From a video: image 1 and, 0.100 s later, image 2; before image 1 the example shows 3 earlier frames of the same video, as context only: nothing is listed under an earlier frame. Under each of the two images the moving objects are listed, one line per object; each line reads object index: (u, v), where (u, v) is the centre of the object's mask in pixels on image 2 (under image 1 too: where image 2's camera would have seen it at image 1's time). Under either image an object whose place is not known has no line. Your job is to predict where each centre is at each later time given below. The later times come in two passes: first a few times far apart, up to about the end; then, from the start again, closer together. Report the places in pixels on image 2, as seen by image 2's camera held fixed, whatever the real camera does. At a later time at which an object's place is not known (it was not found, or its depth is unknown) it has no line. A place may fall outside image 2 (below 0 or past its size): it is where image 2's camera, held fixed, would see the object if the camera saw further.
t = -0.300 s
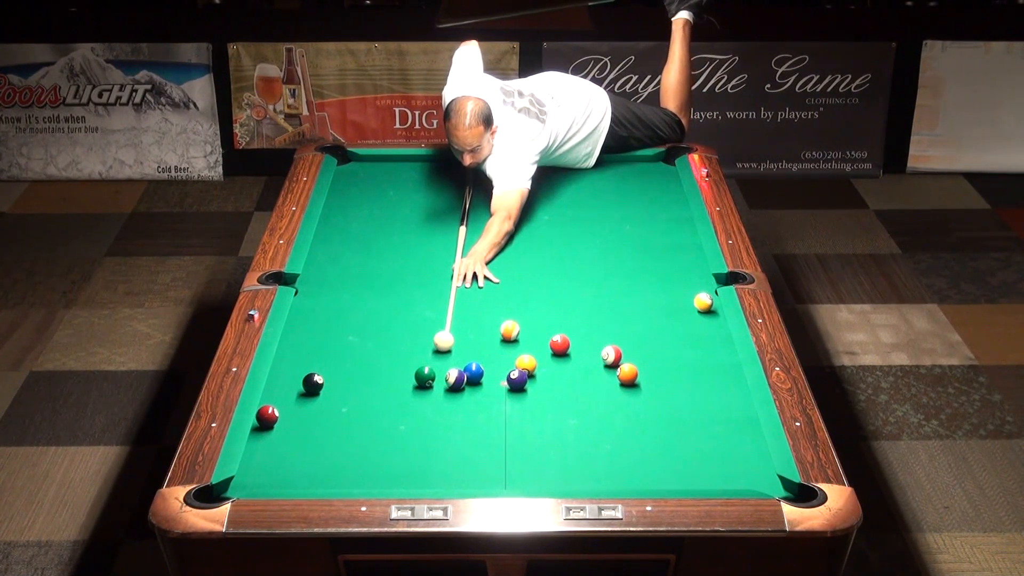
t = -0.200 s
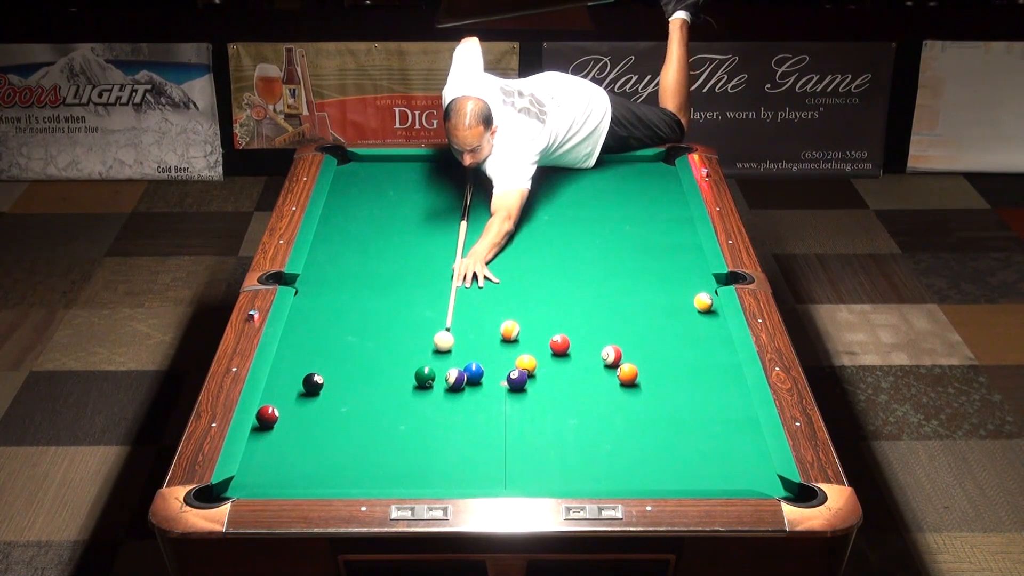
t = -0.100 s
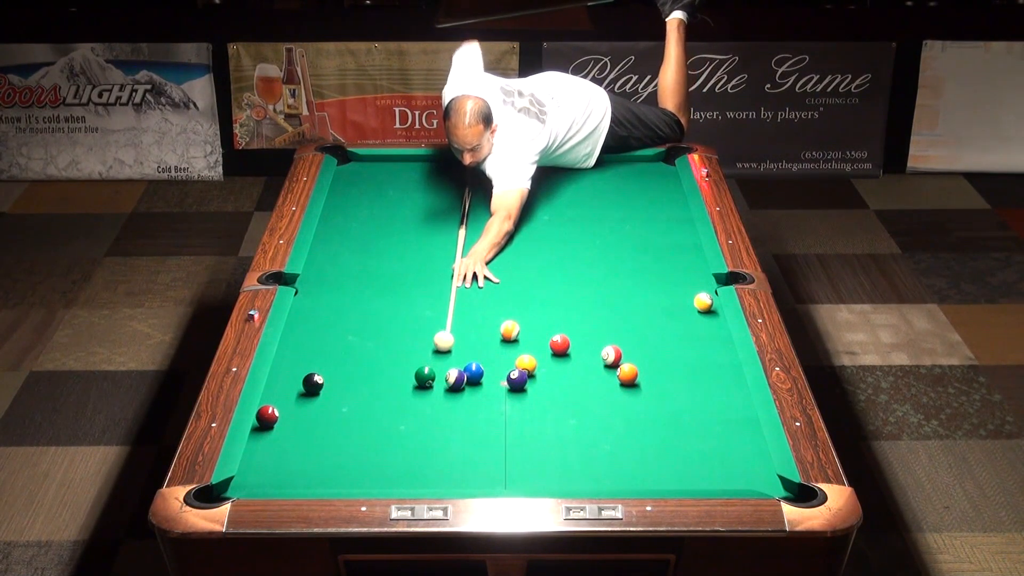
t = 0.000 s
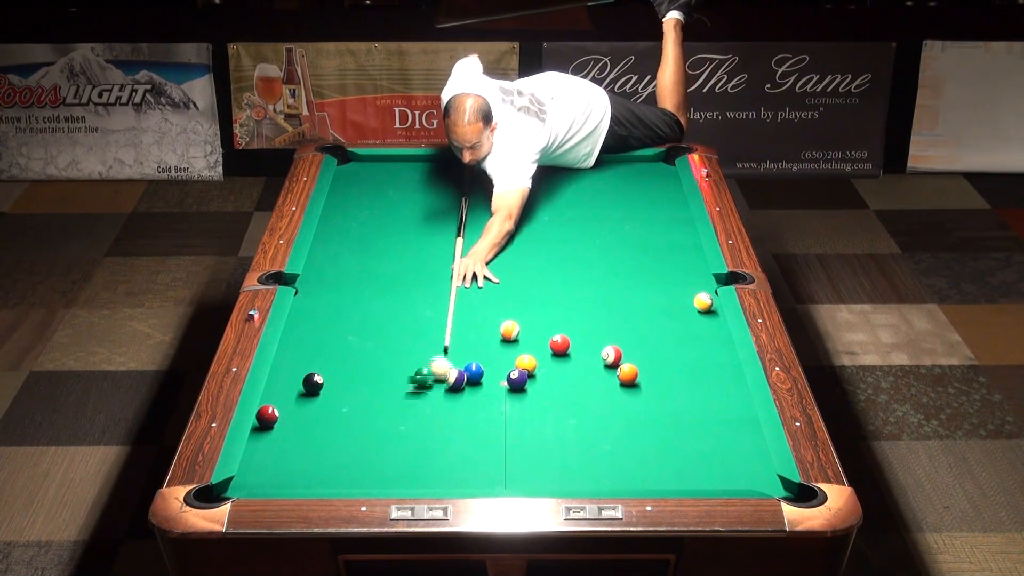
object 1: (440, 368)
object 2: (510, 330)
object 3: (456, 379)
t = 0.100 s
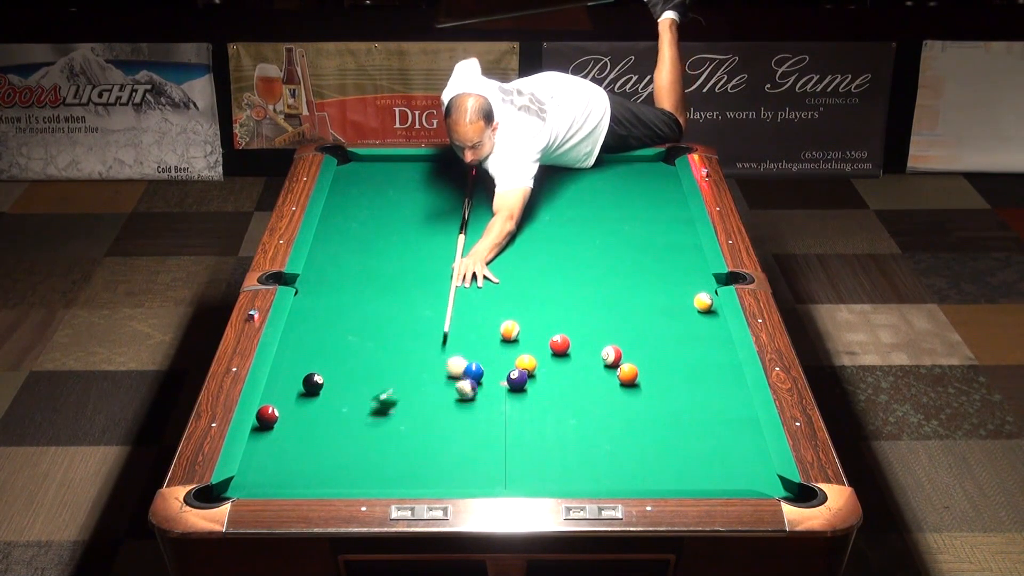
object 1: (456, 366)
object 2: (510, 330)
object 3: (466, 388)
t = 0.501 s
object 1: (501, 342)
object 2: (511, 329)
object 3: (514, 430)
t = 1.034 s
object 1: (542, 333)
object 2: (518, 313)
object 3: (579, 481)
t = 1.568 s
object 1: (575, 329)
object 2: (526, 298)
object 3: (609, 454)
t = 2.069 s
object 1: (598, 326)
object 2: (531, 288)
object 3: (632, 432)
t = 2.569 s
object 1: (616, 324)
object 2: (535, 280)
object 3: (650, 415)
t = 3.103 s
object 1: (628, 322)
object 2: (537, 275)
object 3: (665, 399)
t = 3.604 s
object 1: (633, 322)
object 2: (536, 272)
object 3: (674, 389)
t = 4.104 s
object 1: (634, 322)
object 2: (536, 271)
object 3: (682, 383)
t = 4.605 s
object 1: (634, 322)
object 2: (536, 271)
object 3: (685, 379)
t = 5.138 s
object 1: (634, 322)
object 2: (536, 271)
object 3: (685, 379)
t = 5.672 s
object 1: (633, 322)
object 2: (536, 271)
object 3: (685, 379)
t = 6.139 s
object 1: (634, 322)
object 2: (536, 271)
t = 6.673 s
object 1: (634, 322)
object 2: (536, 271)
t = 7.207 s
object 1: (634, 322)
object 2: (536, 271)
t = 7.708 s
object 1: (633, 322)
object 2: (536, 271)
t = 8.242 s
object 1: (634, 322)
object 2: (536, 271)
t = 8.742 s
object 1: (634, 322)
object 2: (536, 271)
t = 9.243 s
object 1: (634, 322)
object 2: (536, 271)
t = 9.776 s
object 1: (634, 322)
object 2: (536, 271)
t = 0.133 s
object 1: (460, 363)
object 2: (510, 330)
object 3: (470, 392)
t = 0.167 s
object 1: (464, 360)
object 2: (510, 330)
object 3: (475, 395)
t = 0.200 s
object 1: (468, 357)
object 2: (510, 330)
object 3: (478, 398)
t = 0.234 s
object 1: (472, 356)
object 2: (510, 330)
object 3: (482, 402)
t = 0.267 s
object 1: (477, 354)
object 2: (510, 330)
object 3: (486, 406)
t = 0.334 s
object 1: (484, 352)
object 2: (510, 330)
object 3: (494, 413)
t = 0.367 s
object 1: (487, 350)
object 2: (510, 330)
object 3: (498, 417)
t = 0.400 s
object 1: (491, 348)
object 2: (510, 330)
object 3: (502, 421)
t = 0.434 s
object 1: (494, 346)
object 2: (510, 330)
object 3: (506, 424)
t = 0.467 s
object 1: (498, 344)
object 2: (510, 330)
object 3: (510, 427)
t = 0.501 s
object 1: (501, 342)
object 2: (511, 329)
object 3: (514, 430)
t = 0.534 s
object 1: (505, 340)
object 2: (511, 327)
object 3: (518, 435)
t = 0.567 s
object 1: (508, 339)
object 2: (511, 326)
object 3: (522, 438)
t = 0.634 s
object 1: (513, 338)
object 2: (511, 324)
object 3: (530, 446)
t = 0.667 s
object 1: (516, 338)
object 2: (512, 323)
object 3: (535, 450)
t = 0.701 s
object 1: (518, 337)
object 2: (512, 323)
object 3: (539, 454)
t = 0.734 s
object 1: (521, 337)
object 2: (513, 322)
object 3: (543, 457)
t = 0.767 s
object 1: (523, 336)
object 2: (514, 321)
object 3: (547, 459)
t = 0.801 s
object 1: (526, 336)
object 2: (514, 321)
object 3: (552, 465)
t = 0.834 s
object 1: (528, 335)
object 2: (515, 320)
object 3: (555, 467)
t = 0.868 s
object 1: (531, 335)
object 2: (516, 319)
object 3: (560, 471)
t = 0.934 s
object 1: (535, 334)
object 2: (517, 316)
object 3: (568, 478)
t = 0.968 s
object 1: (538, 334)
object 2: (517, 315)
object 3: (573, 481)
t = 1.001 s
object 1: (540, 334)
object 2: (518, 314)
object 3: (578, 482)
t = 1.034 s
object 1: (542, 333)
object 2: (518, 313)
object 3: (579, 481)
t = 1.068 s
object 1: (544, 333)
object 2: (519, 312)
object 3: (581, 480)
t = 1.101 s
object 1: (546, 332)
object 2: (519, 311)
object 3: (583, 479)
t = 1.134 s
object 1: (548, 332)
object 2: (520, 310)
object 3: (586, 478)
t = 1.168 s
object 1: (550, 331)
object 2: (521, 309)
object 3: (587, 477)
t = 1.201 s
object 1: (552, 330)
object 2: (521, 308)
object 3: (589, 474)
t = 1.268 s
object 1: (557, 329)
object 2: (522, 307)
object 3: (593, 471)
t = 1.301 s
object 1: (559, 329)
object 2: (523, 305)
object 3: (595, 468)
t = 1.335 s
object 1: (561, 329)
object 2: (523, 304)
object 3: (597, 466)
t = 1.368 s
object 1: (564, 329)
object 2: (524, 303)
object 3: (599, 464)
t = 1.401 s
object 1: (566, 329)
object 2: (524, 302)
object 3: (601, 462)
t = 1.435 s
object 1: (568, 329)
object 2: (525, 301)
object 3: (602, 461)
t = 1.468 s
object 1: (570, 329)
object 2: (525, 301)
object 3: (604, 459)
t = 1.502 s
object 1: (571, 329)
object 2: (525, 300)
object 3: (606, 458)
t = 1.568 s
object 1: (575, 329)
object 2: (526, 298)
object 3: (609, 454)
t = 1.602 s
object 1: (576, 329)
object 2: (526, 298)
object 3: (611, 452)
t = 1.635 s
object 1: (578, 329)
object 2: (527, 297)
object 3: (613, 451)
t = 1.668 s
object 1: (580, 329)
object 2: (527, 296)
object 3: (614, 449)
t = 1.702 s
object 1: (582, 328)
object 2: (528, 295)
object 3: (616, 448)
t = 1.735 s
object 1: (583, 328)
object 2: (528, 295)
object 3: (617, 446)
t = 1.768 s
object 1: (585, 328)
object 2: (528, 294)
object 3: (619, 445)
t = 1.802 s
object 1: (586, 328)
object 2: (529, 293)
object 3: (620, 444)
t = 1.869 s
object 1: (590, 327)
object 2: (529, 292)
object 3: (624, 440)
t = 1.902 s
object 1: (591, 327)
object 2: (530, 291)
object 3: (625, 438)
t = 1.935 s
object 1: (593, 327)
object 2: (530, 291)
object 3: (626, 437)
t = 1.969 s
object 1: (594, 327)
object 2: (531, 290)
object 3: (628, 436)
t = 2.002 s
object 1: (595, 327)
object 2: (531, 289)
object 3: (629, 434)
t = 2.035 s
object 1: (597, 326)
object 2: (531, 289)
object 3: (630, 433)
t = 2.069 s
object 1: (598, 326)
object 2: (531, 288)
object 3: (632, 432)
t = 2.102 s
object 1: (600, 326)
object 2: (532, 287)
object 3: (633, 430)
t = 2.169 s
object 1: (602, 326)
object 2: (532, 286)
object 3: (635, 428)
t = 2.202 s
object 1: (603, 325)
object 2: (533, 286)
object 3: (637, 426)
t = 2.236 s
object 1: (605, 325)
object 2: (533, 285)
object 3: (638, 425)
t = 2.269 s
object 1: (606, 325)
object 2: (533, 284)
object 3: (639, 424)
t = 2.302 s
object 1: (607, 325)
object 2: (533, 284)
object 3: (640, 423)
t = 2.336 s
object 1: (608, 325)
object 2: (534, 283)
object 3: (641, 422)
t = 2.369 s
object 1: (610, 325)
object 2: (534, 283)
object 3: (643, 421)
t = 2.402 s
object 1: (611, 325)
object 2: (534, 282)
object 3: (644, 420)
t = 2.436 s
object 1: (612, 325)
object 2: (534, 282)
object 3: (645, 419)
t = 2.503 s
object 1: (614, 324)
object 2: (535, 281)
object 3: (647, 417)
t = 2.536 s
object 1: (615, 324)
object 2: (535, 280)
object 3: (649, 416)
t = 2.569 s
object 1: (616, 324)
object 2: (535, 280)
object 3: (650, 415)
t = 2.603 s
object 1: (617, 324)
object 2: (536, 279)
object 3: (651, 413)
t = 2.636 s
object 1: (618, 324)
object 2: (536, 279)
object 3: (652, 412)
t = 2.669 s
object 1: (619, 324)
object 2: (536, 279)
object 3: (653, 411)
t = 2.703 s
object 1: (620, 324)
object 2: (536, 278)
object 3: (654, 410)
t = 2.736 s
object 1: (620, 324)
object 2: (536, 278)
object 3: (655, 409)
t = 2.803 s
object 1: (622, 323)
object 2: (537, 277)
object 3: (657, 407)
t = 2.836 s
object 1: (623, 323)
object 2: (537, 277)
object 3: (658, 406)
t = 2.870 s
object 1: (623, 323)
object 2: (537, 277)
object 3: (659, 405)
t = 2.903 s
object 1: (624, 323)
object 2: (537, 276)
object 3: (660, 404)
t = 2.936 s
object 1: (625, 323)
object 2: (537, 276)
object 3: (660, 404)
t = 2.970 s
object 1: (625, 323)
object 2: (537, 276)
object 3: (661, 403)
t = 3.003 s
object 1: (626, 323)
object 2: (537, 276)
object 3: (662, 402)
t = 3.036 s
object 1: (626, 323)
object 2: (537, 275)
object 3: (663, 401)
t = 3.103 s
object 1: (628, 322)
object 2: (537, 275)
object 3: (665, 399)
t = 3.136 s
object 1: (628, 322)
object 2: (537, 274)
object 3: (665, 399)
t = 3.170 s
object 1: (628, 322)
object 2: (537, 274)
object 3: (666, 398)
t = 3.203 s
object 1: (629, 322)
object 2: (537, 274)
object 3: (667, 397)
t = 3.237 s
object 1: (629, 322)
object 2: (537, 273)
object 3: (667, 396)
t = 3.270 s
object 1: (630, 322)
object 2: (537, 273)
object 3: (668, 396)
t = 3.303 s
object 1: (630, 322)
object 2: (537, 273)
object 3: (669, 395)
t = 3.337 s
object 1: (631, 322)
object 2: (537, 273)
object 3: (669, 394)
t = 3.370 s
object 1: (631, 322)
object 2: (537, 273)
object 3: (670, 394)
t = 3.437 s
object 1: (631, 322)
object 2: (537, 272)
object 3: (671, 392)
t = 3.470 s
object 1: (632, 322)
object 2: (536, 272)
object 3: (672, 392)
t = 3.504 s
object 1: (632, 322)
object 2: (536, 272)
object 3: (672, 391)
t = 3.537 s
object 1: (632, 322)
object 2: (536, 272)
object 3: (673, 391)
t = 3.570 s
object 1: (632, 322)
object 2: (536, 272)
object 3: (674, 390)
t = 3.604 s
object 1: (633, 322)
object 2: (536, 272)
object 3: (674, 389)
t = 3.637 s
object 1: (633, 322)
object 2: (536, 272)
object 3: (675, 389)
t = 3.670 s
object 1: (633, 322)
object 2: (536, 272)
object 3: (675, 389)
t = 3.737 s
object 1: (633, 322)
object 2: (536, 272)
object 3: (676, 387)
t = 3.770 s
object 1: (633, 322)
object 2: (536, 271)
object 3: (677, 387)
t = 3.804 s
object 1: (633, 322)
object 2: (536, 271)
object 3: (677, 386)
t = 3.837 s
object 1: (633, 322)
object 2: (536, 271)
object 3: (678, 386)
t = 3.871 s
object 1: (633, 322)
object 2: (536, 271)
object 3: (679, 386)
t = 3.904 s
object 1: (634, 322)
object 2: (536, 271)
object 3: (679, 385)
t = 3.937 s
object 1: (634, 322)
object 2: (536, 271)
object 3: (680, 385)
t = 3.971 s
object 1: (634, 322)
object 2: (536, 271)
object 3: (680, 384)
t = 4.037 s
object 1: (634, 322)
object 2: (536, 271)
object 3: (681, 384)
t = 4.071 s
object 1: (634, 322)
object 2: (536, 271)
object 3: (681, 383)
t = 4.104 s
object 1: (634, 322)
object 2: (536, 271)
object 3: (682, 383)
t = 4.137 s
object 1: (634, 322)
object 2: (536, 271)
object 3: (682, 382)
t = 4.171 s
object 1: (634, 322)
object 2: (536, 271)
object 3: (682, 382)
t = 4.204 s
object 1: (634, 322)
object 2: (536, 271)
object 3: (683, 382)
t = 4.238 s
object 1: (634, 322)
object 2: (536, 271)
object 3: (683, 381)
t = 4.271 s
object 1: (634, 322)
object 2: (536, 271)
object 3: (683, 381)
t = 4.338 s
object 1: (634, 322)
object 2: (536, 271)
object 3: (684, 381)
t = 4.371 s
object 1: (634, 322)
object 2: (536, 271)
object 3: (684, 380)
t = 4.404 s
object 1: (634, 322)
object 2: (536, 271)
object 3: (684, 380)
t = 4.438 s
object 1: (634, 322)
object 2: (536, 271)
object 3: (685, 380)
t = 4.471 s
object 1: (634, 322)
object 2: (536, 271)
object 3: (685, 380)
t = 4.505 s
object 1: (634, 322)
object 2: (536, 271)
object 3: (685, 380)
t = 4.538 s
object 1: (634, 322)
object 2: (536, 271)
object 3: (685, 380)
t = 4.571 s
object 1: (634, 322)
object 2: (536, 271)
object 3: (685, 379)
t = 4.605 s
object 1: (634, 322)
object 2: (536, 271)
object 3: (685, 379)
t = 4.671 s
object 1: (634, 322)
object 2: (536, 271)
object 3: (685, 379)
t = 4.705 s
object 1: (634, 322)
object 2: (536, 271)
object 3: (685, 379)
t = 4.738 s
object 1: (634, 322)
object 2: (536, 271)
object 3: (685, 379)
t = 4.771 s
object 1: (634, 322)
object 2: (536, 271)
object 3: (686, 379)
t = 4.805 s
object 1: (634, 322)
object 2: (536, 271)
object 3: (686, 379)
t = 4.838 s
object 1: (634, 322)
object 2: (536, 271)
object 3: (685, 379)
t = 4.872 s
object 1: (634, 322)
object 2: (536, 271)
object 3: (685, 379)
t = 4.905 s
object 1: (634, 322)
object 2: (536, 271)
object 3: (685, 379)
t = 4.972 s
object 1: (634, 322)
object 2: (536, 271)
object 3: (685, 379)
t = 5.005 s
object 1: (634, 322)
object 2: (536, 271)
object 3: (685, 379)
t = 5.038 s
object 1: (634, 322)
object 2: (536, 271)
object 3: (685, 379)
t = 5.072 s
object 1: (634, 322)
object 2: (536, 271)
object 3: (685, 379)
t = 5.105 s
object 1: (634, 322)
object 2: (536, 271)
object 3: (685, 379)
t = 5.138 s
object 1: (634, 322)
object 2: (536, 271)
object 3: (685, 379)
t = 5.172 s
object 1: (634, 322)
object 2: (536, 271)
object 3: (685, 379)
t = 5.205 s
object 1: (634, 322)
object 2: (536, 271)
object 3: (685, 379)
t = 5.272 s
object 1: (634, 322)
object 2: (536, 271)
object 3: (685, 379)
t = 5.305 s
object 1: (634, 322)
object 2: (536, 271)
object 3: (685, 379)
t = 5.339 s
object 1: (634, 322)
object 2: (536, 271)
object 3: (685, 379)
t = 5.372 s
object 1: (634, 322)
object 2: (536, 271)
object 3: (685, 379)
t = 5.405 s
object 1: (634, 322)
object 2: (536, 271)
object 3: (685, 379)
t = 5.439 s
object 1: (634, 322)
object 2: (536, 271)
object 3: (685, 379)
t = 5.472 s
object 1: (634, 322)
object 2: (536, 271)
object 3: (685, 379)
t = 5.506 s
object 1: (634, 322)
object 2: (536, 271)
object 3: (685, 379)
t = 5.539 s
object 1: (634, 322)
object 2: (536, 271)
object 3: (685, 379)
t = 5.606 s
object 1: (633, 322)
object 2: (536, 271)
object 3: (685, 379)
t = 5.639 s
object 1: (633, 322)
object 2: (536, 271)
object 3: (685, 379)
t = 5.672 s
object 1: (633, 322)
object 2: (536, 271)
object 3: (685, 379)
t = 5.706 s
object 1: (633, 322)
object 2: (536, 271)
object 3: (685, 379)
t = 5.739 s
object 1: (633, 322)
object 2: (536, 271)
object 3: (685, 379)
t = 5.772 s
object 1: (634, 322)
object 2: (536, 271)
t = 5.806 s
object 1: (634, 322)
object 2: (536, 271)
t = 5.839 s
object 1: (634, 322)
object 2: (536, 271)
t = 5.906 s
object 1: (633, 322)
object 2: (536, 271)
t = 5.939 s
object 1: (633, 322)
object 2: (536, 271)
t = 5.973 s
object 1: (633, 322)
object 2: (536, 271)
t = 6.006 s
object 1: (633, 322)
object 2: (536, 271)
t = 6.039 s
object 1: (634, 322)
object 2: (536, 271)
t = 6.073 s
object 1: (634, 322)
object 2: (536, 271)
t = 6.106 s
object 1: (634, 322)
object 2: (536, 271)
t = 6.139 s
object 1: (634, 322)
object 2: (536, 271)
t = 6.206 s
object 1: (634, 322)
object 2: (536, 271)
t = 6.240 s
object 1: (634, 322)
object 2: (536, 271)
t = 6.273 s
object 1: (634, 322)
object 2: (536, 271)
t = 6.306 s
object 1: (634, 322)
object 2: (536, 271)
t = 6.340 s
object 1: (634, 322)
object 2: (536, 271)
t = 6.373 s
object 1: (633, 322)
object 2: (536, 271)
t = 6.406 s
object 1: (633, 322)
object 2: (536, 271)
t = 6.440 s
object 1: (634, 322)
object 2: (536, 271)
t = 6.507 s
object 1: (634, 322)
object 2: (536, 271)
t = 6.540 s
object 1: (634, 322)
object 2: (536, 271)
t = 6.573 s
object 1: (634, 322)
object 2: (536, 271)
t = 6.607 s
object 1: (634, 322)
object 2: (536, 271)
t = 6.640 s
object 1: (634, 322)
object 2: (536, 271)
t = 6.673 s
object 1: (634, 322)
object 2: (536, 271)
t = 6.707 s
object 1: (634, 322)
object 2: (536, 271)
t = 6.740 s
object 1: (634, 322)
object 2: (536, 271)
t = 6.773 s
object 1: (633, 322)
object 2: (536, 271)
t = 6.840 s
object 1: (634, 322)
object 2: (536, 271)
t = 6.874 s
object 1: (634, 322)
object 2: (536, 271)
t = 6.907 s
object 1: (634, 322)
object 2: (536, 271)
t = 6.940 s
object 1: (634, 322)
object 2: (536, 271)
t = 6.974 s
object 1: (634, 322)
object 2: (536, 271)
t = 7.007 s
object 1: (634, 322)
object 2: (536, 271)
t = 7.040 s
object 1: (634, 322)
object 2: (536, 271)
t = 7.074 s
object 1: (634, 322)
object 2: (536, 271)
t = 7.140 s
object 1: (634, 322)
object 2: (536, 271)
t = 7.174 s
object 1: (634, 322)
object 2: (536, 271)
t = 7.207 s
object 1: (634, 322)
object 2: (536, 271)
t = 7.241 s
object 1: (634, 322)
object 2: (536, 271)
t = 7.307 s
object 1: (634, 322)
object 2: (536, 271)
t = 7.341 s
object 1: (634, 322)
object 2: (536, 271)
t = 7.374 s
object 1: (634, 322)
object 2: (536, 271)
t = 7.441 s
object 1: (633, 322)
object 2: (536, 271)
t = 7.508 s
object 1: (634, 322)
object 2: (536, 271)
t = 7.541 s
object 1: (634, 322)
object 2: (536, 271)
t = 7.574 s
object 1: (634, 322)
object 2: (536, 271)
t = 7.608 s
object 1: (633, 322)
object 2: (536, 271)
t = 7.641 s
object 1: (633, 322)
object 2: (536, 271)
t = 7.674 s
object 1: (633, 322)
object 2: (536, 271)
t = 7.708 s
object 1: (633, 322)
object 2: (536, 271)
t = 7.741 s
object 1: (634, 322)
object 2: (536, 271)
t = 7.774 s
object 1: (634, 322)
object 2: (536, 271)
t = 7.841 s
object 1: (634, 322)
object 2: (536, 271)
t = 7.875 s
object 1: (634, 322)
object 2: (536, 271)
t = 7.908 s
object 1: (634, 322)
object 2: (536, 271)
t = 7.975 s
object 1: (634, 322)
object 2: (536, 271)
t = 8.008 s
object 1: (634, 322)
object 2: (536, 271)
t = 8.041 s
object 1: (634, 322)
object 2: (536, 271)
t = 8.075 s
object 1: (634, 322)
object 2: (536, 271)
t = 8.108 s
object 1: (634, 322)
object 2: (536, 271)
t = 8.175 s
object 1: (634, 322)
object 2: (536, 271)
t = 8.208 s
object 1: (634, 322)
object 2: (536, 271)
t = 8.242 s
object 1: (634, 322)
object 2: (536, 271)
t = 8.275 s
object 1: (634, 322)
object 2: (536, 271)
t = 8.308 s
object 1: (634, 322)
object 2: (536, 271)
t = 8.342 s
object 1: (634, 322)
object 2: (536, 271)
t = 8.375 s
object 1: (634, 322)
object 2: (536, 271)
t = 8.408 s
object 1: (634, 322)
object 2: (536, 271)
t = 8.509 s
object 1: (634, 322)
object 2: (536, 271)
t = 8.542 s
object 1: (634, 322)
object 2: (536, 271)
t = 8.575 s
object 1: (634, 322)
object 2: (536, 271)
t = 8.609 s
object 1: (634, 322)
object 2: (536, 271)
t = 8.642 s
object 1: (634, 322)
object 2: (536, 271)
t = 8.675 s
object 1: (634, 322)
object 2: (536, 271)
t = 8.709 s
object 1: (634, 322)
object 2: (536, 271)
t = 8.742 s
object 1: (634, 322)
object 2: (536, 271)
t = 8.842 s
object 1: (634, 322)
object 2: (536, 271)
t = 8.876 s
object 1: (634, 322)
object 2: (536, 271)
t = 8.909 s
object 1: (634, 322)
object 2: (536, 271)
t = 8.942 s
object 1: (634, 322)
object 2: (536, 271)
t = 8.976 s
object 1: (634, 322)
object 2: (536, 271)
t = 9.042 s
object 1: (634, 322)
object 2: (536, 271)
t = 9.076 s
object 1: (634, 322)
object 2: (536, 271)
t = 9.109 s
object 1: (634, 322)
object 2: (536, 271)
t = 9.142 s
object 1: (634, 322)
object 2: (536, 271)
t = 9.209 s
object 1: (634, 322)
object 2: (536, 271)
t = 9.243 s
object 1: (634, 322)
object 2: (536, 271)
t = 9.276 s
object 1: (634, 322)
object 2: (536, 271)
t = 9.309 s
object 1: (634, 322)
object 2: (536, 271)
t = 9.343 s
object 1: (634, 322)
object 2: (536, 271)
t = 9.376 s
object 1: (634, 322)
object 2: (536, 271)
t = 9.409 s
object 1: (634, 322)
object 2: (536, 271)
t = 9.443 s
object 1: (634, 322)
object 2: (536, 271)
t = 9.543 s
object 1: (634, 322)
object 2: (536, 271)
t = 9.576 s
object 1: (634, 322)
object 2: (536, 271)
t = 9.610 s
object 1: (634, 322)
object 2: (536, 271)
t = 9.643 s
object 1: (634, 322)
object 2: (536, 271)
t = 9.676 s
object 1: (634, 322)
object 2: (536, 271)
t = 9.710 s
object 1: (634, 322)
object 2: (536, 271)
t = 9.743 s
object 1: (634, 322)
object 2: (536, 271)
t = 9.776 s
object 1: (634, 322)
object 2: (536, 271)
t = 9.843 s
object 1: (634, 322)
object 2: (536, 271)
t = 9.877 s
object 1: (634, 322)
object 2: (536, 271)
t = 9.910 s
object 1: (634, 322)
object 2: (536, 271)
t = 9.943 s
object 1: (634, 322)
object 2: (536, 271)
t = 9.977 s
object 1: (634, 322)
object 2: (536, 271)
